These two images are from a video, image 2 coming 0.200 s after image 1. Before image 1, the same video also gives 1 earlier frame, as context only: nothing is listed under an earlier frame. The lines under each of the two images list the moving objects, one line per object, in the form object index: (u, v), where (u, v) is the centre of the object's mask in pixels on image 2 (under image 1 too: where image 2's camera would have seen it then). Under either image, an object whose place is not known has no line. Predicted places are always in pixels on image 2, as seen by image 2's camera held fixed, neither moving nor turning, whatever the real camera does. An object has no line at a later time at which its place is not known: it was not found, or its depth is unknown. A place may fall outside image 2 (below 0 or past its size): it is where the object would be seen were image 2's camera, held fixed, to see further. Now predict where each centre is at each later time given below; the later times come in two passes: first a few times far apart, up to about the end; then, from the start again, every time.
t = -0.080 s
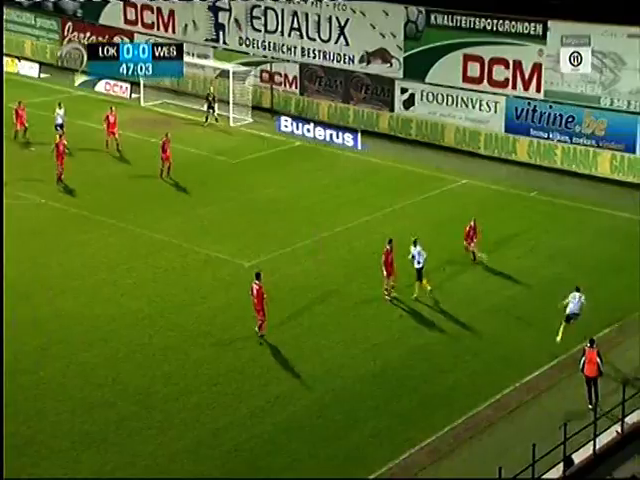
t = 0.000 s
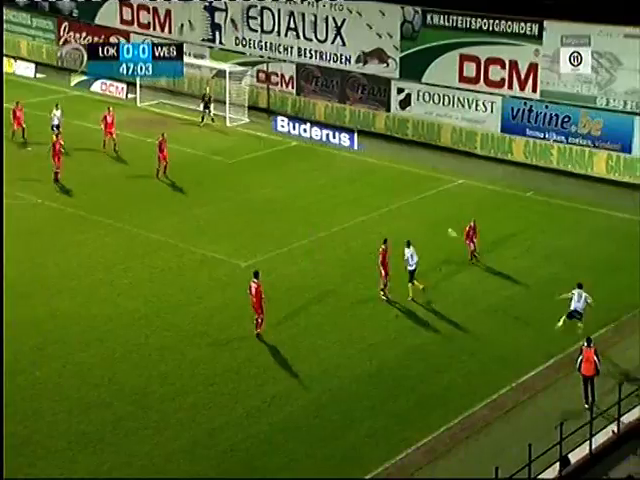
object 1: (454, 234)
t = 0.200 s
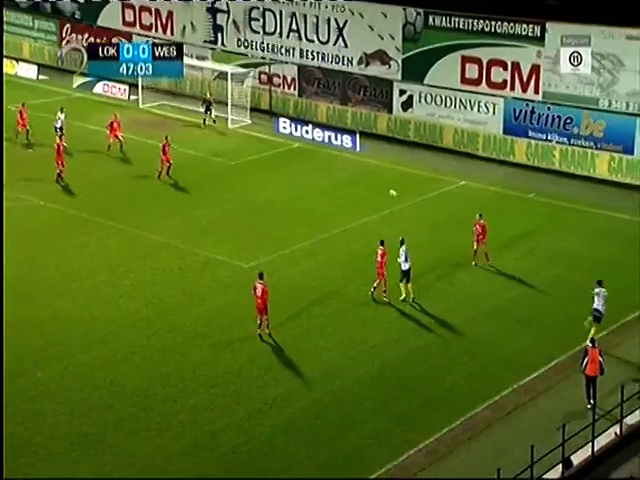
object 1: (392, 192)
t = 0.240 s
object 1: (381, 187)
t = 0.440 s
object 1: (328, 170)
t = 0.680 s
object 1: (270, 169)
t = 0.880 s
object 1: (228, 181)
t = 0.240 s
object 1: (381, 187)
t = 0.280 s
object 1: (370, 182)
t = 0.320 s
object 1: (359, 178)
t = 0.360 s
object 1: (348, 175)
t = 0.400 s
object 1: (338, 172)
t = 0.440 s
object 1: (328, 170)
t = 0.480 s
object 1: (318, 169)
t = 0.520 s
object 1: (308, 168)
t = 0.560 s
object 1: (298, 167)
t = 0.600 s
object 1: (289, 167)
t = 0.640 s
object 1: (280, 168)
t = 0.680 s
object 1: (270, 169)
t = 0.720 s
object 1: (261, 171)
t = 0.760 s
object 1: (253, 173)
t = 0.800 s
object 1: (244, 175)
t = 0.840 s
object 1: (235, 178)
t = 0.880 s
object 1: (228, 181)
